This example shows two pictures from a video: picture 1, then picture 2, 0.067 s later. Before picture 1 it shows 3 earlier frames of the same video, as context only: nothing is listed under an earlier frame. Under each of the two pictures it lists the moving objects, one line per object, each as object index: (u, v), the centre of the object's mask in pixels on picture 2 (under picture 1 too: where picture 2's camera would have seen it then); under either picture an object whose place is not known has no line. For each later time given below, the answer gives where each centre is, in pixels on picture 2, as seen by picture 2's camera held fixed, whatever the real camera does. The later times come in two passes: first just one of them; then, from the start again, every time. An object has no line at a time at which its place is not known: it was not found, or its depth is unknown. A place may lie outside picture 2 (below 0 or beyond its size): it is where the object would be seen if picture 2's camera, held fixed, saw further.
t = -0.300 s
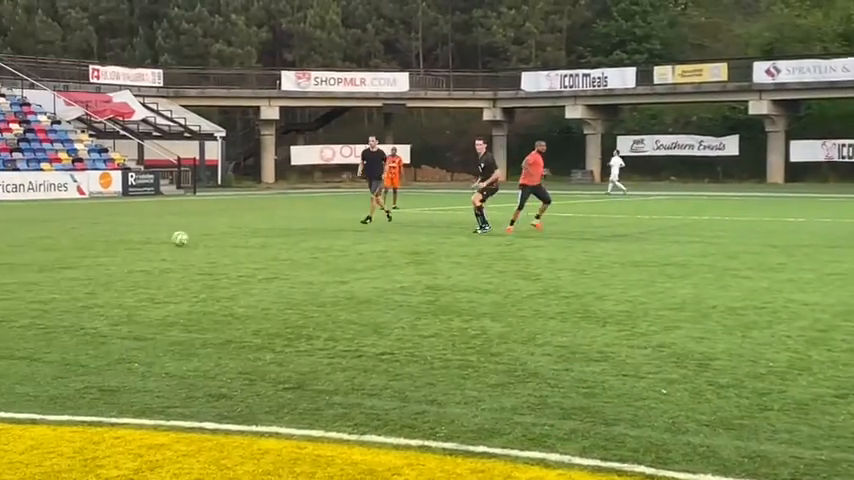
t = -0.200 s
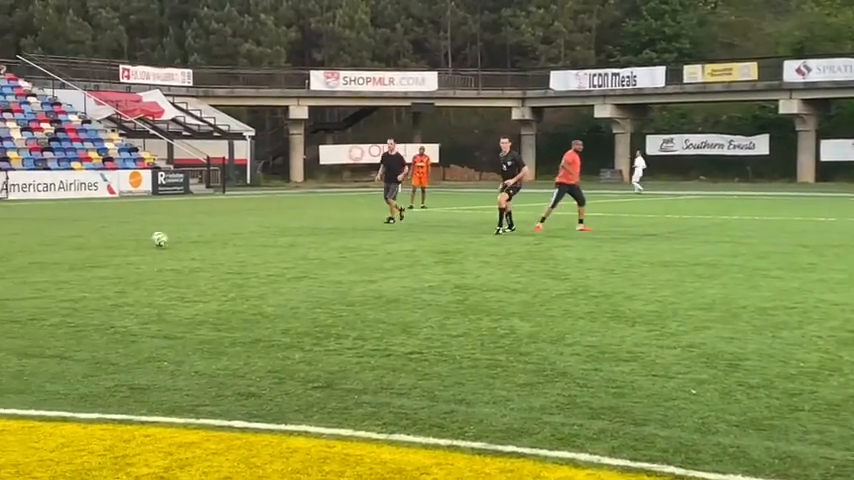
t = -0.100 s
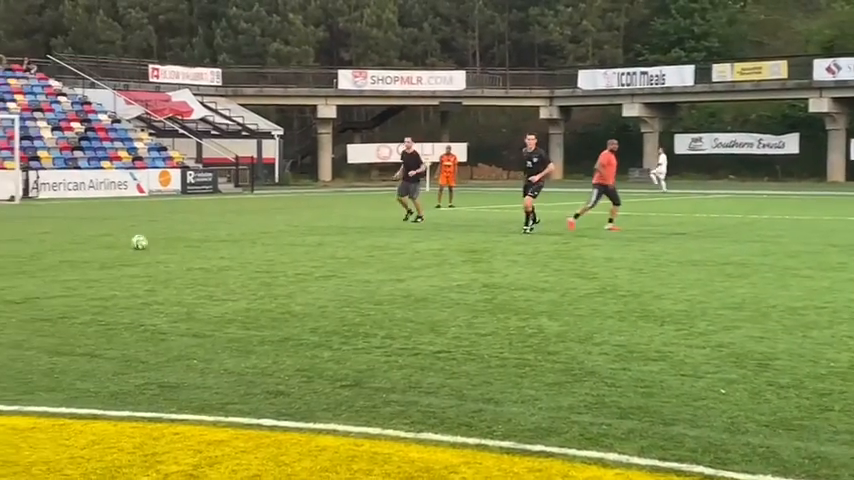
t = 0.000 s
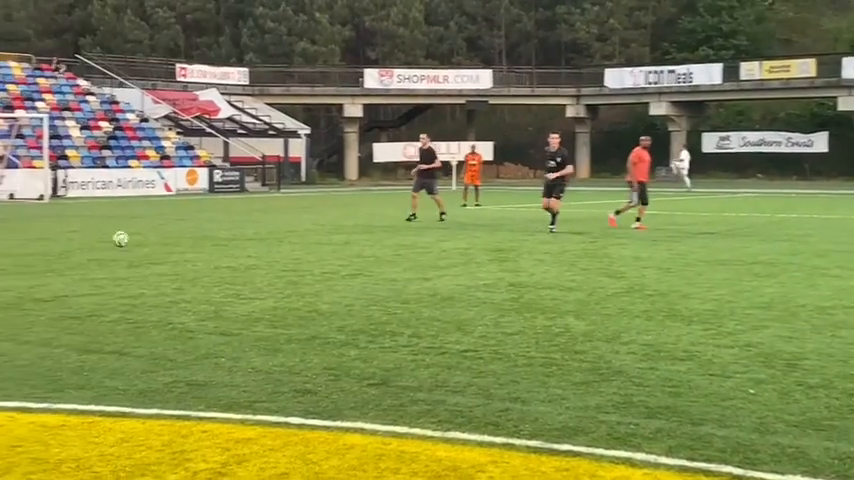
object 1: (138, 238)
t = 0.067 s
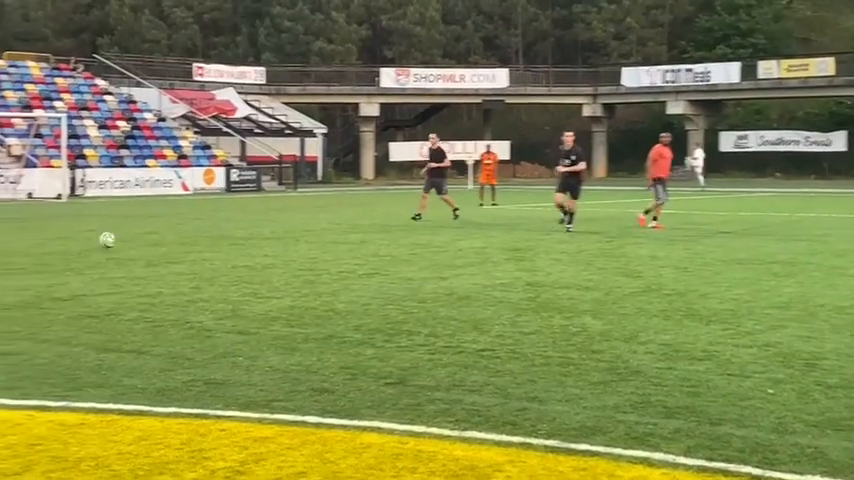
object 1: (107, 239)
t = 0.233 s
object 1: (25, 244)
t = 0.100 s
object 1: (91, 242)
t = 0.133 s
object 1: (75, 245)
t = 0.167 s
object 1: (59, 244)
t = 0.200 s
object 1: (42, 244)
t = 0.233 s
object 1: (25, 244)
